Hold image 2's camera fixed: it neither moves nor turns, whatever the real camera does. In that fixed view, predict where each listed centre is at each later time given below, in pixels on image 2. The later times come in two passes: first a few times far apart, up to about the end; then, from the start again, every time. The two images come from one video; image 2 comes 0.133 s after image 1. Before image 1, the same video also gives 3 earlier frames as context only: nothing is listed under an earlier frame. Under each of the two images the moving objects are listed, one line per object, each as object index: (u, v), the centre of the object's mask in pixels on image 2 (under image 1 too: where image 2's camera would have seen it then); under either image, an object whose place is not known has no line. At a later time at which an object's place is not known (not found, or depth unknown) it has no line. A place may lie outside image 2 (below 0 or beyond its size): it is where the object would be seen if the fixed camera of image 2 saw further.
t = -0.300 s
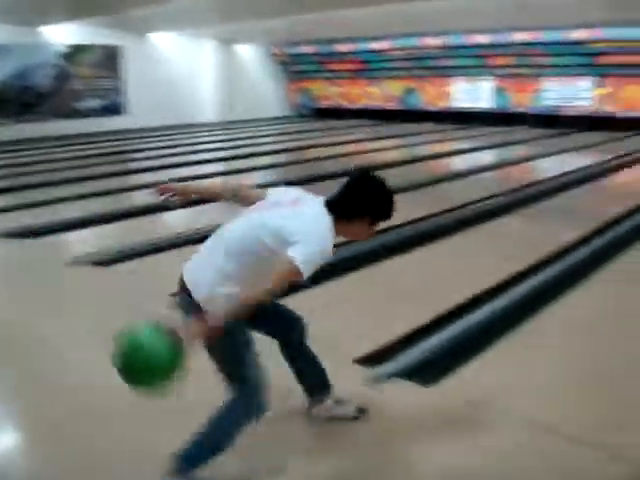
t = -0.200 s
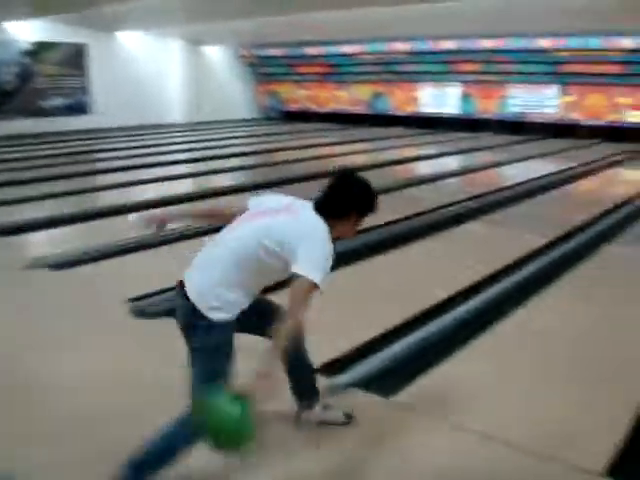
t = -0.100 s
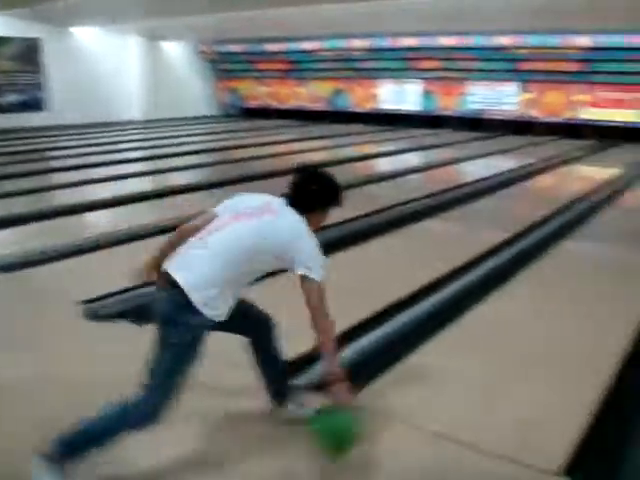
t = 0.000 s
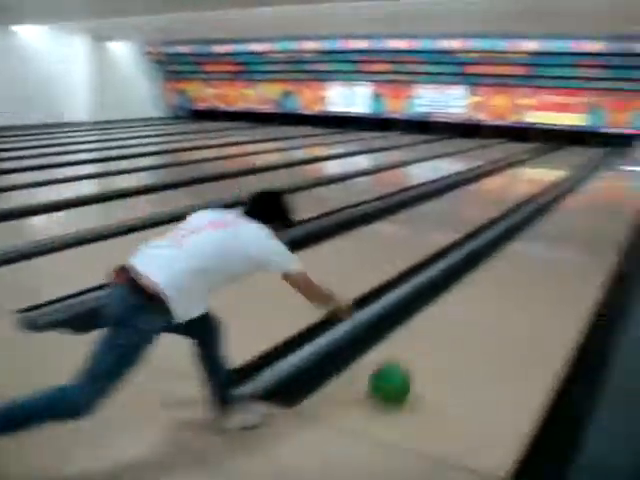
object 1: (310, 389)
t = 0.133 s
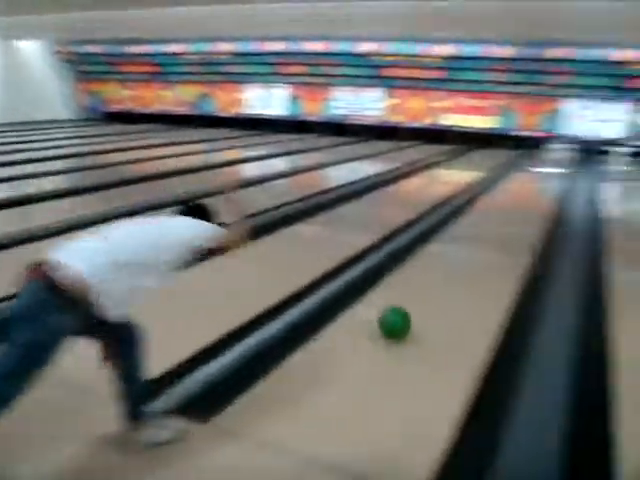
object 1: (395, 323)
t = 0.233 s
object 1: (435, 291)
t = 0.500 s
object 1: (499, 239)
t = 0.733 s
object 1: (530, 213)
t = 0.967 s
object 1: (548, 194)
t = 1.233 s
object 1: (562, 181)
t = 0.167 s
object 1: (409, 311)
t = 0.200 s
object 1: (423, 300)
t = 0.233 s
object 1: (435, 291)
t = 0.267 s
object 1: (446, 282)
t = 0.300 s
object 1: (456, 274)
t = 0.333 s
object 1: (465, 268)
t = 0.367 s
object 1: (473, 261)
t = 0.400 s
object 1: (481, 254)
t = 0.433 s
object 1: (488, 249)
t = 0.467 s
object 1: (494, 244)
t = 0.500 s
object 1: (499, 239)
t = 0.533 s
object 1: (505, 235)
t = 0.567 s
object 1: (509, 230)
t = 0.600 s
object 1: (514, 226)
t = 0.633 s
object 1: (518, 223)
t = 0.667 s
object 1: (522, 219)
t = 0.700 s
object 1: (526, 216)
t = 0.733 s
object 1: (530, 213)
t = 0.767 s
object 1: (532, 210)
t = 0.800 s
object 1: (535, 207)
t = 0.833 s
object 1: (538, 204)
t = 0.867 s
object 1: (541, 201)
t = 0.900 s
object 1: (543, 199)
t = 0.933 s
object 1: (546, 196)
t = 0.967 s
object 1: (548, 194)
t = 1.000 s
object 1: (549, 193)
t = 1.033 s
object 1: (552, 190)
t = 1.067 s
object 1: (554, 188)
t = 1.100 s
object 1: (555, 186)
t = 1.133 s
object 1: (557, 185)
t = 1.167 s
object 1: (561, 183)
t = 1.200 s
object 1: (561, 182)
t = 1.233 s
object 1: (562, 181)
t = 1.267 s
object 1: (562, 180)
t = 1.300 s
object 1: (563, 180)
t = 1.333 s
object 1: (564, 178)
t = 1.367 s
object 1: (564, 177)
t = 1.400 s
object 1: (564, 177)
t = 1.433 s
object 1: (568, 174)
